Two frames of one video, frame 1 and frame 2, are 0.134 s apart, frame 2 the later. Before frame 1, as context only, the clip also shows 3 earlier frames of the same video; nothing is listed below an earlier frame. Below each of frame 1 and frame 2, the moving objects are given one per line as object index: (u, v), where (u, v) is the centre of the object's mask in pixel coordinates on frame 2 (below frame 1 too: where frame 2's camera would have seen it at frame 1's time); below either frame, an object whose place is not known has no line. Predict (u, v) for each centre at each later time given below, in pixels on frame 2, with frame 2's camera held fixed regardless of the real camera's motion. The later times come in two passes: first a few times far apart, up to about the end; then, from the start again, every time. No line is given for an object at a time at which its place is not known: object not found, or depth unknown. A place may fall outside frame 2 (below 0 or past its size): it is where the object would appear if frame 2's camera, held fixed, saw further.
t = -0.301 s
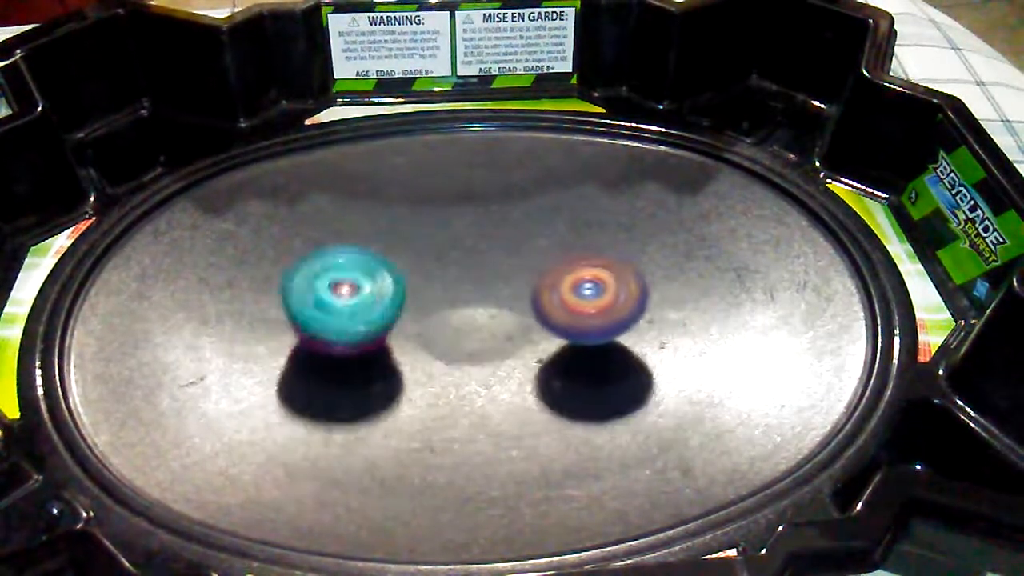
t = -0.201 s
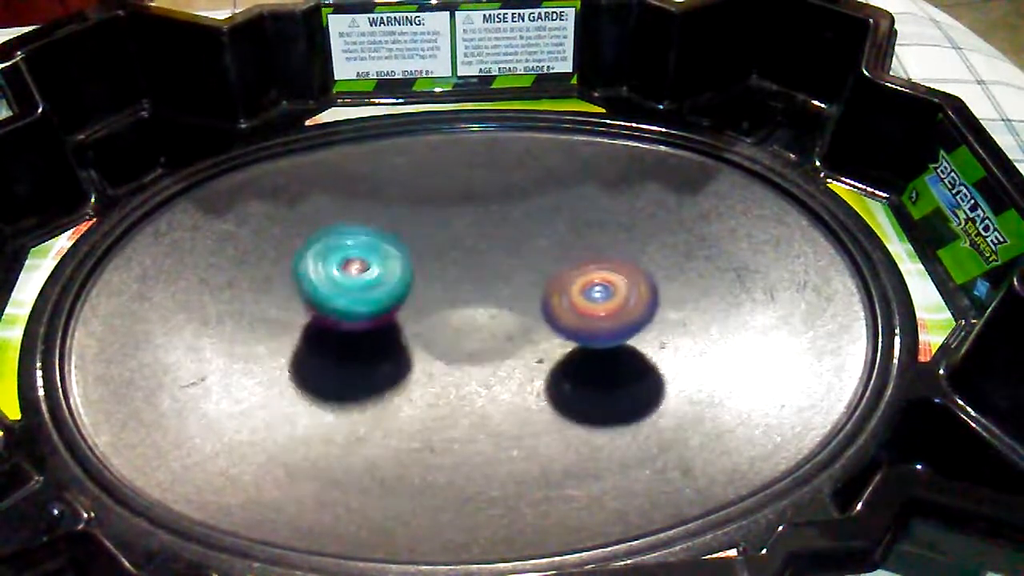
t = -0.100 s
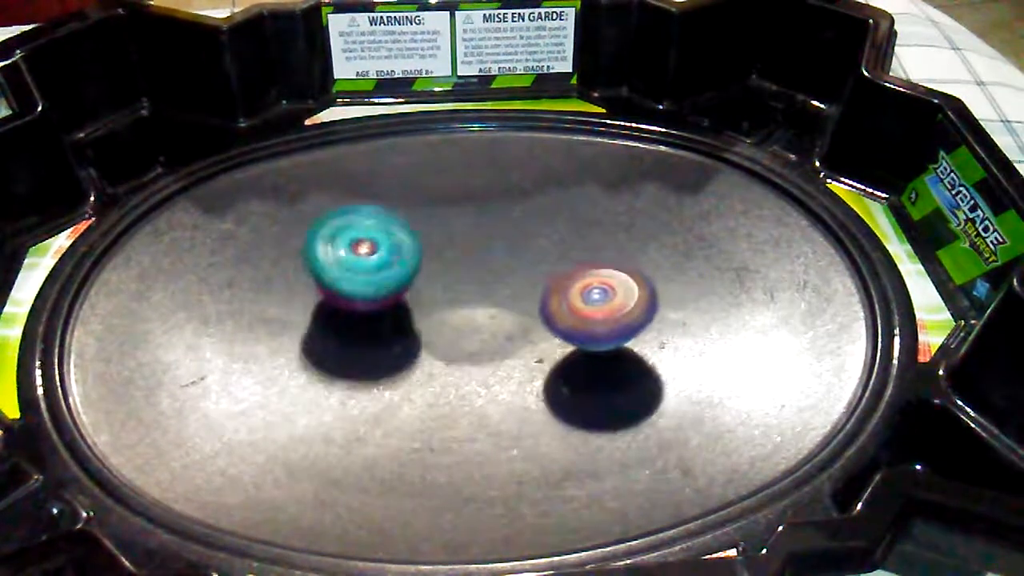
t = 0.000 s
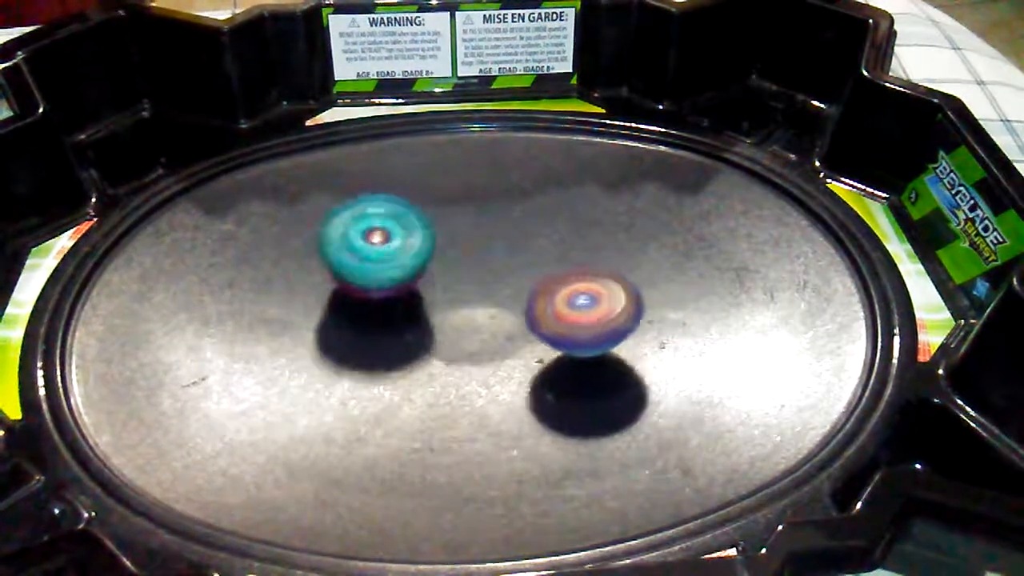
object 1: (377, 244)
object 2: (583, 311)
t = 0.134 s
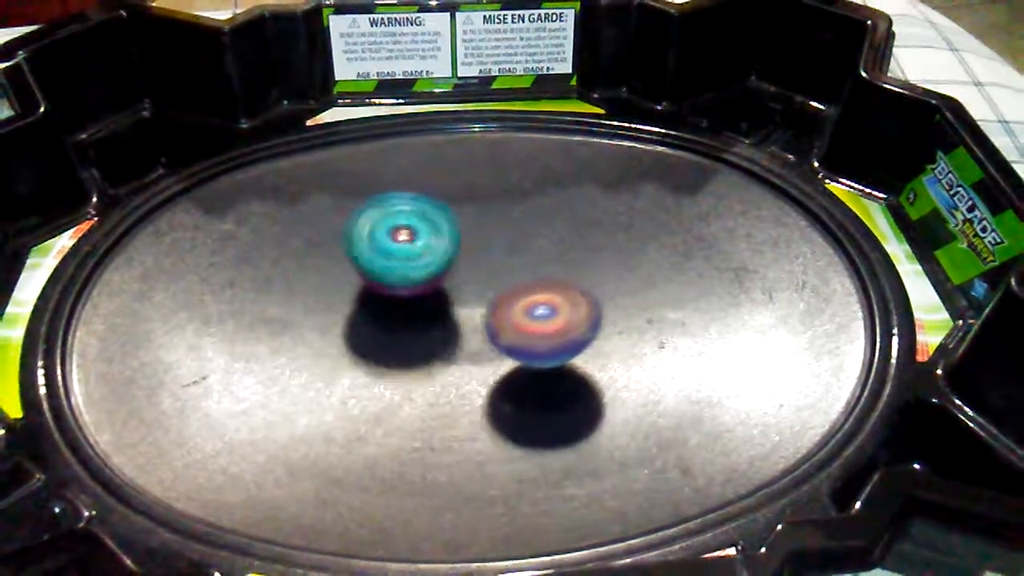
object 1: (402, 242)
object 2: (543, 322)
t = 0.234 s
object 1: (431, 248)
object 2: (501, 332)
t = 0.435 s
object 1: (495, 266)
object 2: (413, 352)
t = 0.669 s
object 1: (564, 293)
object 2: (356, 360)
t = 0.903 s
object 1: (608, 309)
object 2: (352, 343)
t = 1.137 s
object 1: (562, 324)
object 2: (380, 296)
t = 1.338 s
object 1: (489, 342)
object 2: (397, 262)
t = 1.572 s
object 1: (400, 346)
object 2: (426, 255)
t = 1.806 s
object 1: (331, 333)
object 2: (485, 278)
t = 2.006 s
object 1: (317, 316)
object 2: (561, 300)
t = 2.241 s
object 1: (356, 290)
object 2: (592, 298)
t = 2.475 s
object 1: (421, 274)
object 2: (552, 304)
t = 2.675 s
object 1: (393, 227)
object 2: (628, 369)
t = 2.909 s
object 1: (387, 193)
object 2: (672, 402)
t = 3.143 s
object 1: (413, 231)
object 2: (585, 373)
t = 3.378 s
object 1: (399, 266)
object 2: (491, 348)
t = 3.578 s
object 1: (370, 288)
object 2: (476, 356)
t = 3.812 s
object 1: (323, 286)
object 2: (442, 321)
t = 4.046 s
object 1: (313, 281)
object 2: (442, 302)
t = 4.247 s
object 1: (327, 299)
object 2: (469, 308)
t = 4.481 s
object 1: (357, 325)
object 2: (503, 328)
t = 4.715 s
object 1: (362, 334)
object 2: (545, 334)
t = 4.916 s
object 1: (369, 342)
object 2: (529, 321)
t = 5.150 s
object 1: (360, 336)
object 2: (471, 306)
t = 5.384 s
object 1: (362, 320)
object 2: (507, 282)
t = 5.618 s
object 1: (399, 318)
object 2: (525, 273)
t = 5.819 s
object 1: (407, 341)
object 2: (517, 288)
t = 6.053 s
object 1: (405, 342)
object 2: (533, 308)
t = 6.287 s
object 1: (404, 322)
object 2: (541, 310)
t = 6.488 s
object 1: (382, 316)
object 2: (514, 313)
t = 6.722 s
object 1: (362, 321)
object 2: (489, 321)
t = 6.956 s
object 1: (371, 316)
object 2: (496, 339)
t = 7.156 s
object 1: (381, 315)
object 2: (513, 342)
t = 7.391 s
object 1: (380, 313)
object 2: (517, 337)
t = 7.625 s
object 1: (369, 322)
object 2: (531, 331)
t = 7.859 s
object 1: (382, 312)
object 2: (506, 311)
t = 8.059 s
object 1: (368, 320)
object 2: (496, 294)
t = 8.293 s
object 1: (373, 333)
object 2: (515, 287)
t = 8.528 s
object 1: (408, 334)
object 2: (519, 294)
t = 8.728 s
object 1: (410, 314)
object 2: (527, 311)
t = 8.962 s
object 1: (388, 300)
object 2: (507, 334)
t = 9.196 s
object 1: (385, 298)
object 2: (489, 342)
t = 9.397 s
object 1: (394, 298)
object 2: (493, 336)
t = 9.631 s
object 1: (387, 298)
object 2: (489, 316)
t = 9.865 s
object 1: (390, 298)
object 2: (492, 320)
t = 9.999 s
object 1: (393, 299)
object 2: (493, 327)
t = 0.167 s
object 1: (412, 243)
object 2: (531, 325)
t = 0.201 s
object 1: (421, 246)
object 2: (516, 329)
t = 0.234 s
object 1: (431, 248)
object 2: (501, 332)
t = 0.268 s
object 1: (441, 250)
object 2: (486, 336)
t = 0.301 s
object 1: (452, 252)
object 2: (470, 341)
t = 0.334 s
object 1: (463, 253)
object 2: (459, 344)
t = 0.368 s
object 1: (474, 256)
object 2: (444, 346)
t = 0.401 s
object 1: (485, 261)
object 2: (429, 349)
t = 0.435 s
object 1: (495, 266)
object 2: (413, 352)
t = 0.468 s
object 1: (505, 270)
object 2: (402, 355)
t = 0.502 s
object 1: (517, 273)
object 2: (392, 357)
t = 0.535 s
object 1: (526, 278)
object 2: (382, 358)
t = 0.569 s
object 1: (537, 282)
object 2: (374, 359)
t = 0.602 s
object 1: (546, 284)
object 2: (367, 360)
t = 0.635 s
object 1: (557, 289)
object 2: (361, 360)
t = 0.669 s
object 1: (564, 293)
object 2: (356, 360)
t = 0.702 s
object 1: (574, 295)
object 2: (353, 359)
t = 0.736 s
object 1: (583, 298)
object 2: (351, 358)
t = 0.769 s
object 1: (591, 301)
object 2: (349, 356)
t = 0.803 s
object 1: (598, 304)
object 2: (348, 354)
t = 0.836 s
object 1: (603, 307)
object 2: (348, 350)
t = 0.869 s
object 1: (607, 308)
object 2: (349, 347)
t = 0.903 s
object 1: (608, 309)
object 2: (352, 343)
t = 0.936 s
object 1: (608, 310)
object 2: (355, 336)
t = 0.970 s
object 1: (604, 312)
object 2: (359, 330)
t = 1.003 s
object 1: (599, 313)
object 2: (363, 323)
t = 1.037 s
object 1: (590, 315)
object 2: (367, 316)
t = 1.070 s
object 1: (581, 318)
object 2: (372, 309)
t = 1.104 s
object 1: (572, 322)
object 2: (376, 303)
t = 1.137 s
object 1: (562, 324)
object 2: (380, 296)
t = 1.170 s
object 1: (550, 328)
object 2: (383, 288)
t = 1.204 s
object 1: (539, 331)
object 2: (386, 281)
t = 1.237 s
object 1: (526, 334)
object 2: (390, 275)
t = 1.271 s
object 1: (513, 336)
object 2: (392, 270)
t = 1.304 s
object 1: (501, 340)
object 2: (394, 265)
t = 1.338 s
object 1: (489, 342)
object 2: (397, 262)
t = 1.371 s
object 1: (474, 344)
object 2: (400, 258)
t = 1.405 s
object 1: (461, 345)
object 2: (404, 257)
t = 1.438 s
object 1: (448, 346)
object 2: (405, 255)
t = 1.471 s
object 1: (434, 345)
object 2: (410, 253)
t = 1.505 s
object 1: (422, 346)
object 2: (414, 253)
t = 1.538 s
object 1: (412, 347)
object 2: (420, 254)
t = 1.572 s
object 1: (400, 346)
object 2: (426, 255)
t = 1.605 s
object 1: (387, 345)
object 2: (432, 257)
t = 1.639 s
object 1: (377, 344)
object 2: (439, 261)
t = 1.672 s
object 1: (365, 342)
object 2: (446, 264)
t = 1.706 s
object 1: (355, 340)
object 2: (453, 266)
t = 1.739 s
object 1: (345, 337)
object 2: (461, 271)
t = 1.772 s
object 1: (338, 335)
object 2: (471, 274)
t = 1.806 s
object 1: (331, 333)
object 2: (485, 278)
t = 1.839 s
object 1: (325, 330)
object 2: (498, 283)
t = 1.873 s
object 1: (321, 329)
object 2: (513, 290)
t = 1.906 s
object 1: (317, 324)
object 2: (527, 295)
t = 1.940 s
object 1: (316, 322)
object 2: (538, 298)
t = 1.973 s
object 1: (316, 319)
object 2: (549, 300)
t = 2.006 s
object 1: (317, 316)
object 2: (561, 300)
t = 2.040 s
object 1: (321, 311)
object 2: (572, 300)
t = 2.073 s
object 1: (325, 308)
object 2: (580, 301)
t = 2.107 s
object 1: (330, 304)
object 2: (585, 300)
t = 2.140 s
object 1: (335, 300)
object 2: (590, 300)
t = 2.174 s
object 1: (342, 297)
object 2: (592, 299)
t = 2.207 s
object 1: (348, 293)
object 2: (592, 299)
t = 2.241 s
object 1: (356, 290)
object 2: (592, 298)
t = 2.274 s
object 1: (365, 287)
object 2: (590, 299)
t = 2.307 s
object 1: (373, 284)
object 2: (588, 299)
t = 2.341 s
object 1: (383, 281)
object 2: (583, 300)
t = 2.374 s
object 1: (391, 279)
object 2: (577, 300)
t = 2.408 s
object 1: (402, 277)
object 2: (570, 301)
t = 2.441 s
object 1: (411, 275)
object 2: (562, 303)
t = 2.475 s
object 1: (421, 274)
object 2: (552, 304)
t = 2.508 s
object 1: (428, 272)
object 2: (543, 306)
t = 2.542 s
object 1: (419, 257)
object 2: (560, 319)
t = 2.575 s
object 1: (409, 246)
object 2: (588, 338)
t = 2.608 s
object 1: (404, 240)
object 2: (604, 352)
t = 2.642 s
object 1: (398, 234)
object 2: (618, 361)
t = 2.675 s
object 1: (393, 227)
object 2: (628, 369)
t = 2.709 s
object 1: (389, 218)
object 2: (639, 377)
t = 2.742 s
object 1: (388, 212)
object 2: (648, 383)
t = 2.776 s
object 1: (384, 205)
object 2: (659, 390)
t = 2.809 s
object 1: (385, 200)
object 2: (666, 394)
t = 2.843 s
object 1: (384, 195)
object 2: (670, 399)
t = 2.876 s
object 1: (385, 193)
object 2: (673, 401)
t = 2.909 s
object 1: (387, 193)
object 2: (672, 402)
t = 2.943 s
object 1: (389, 194)
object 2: (667, 402)
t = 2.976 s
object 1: (395, 199)
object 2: (661, 401)
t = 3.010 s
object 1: (398, 203)
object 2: (652, 398)
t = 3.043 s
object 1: (403, 209)
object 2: (638, 392)
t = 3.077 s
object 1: (407, 216)
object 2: (623, 386)
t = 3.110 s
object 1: (410, 223)
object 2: (603, 379)
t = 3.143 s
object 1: (413, 231)
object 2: (585, 373)
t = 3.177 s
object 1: (415, 238)
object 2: (565, 364)
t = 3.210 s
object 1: (416, 247)
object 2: (548, 356)
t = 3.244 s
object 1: (416, 255)
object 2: (528, 347)
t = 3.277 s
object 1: (415, 264)
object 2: (509, 337)
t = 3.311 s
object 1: (414, 270)
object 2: (496, 330)
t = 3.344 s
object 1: (405, 268)
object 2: (491, 333)
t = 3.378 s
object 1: (399, 266)
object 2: (491, 348)
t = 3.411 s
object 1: (397, 271)
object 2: (489, 357)
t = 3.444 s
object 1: (388, 276)
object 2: (485, 360)
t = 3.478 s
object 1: (380, 280)
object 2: (482, 358)
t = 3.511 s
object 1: (372, 285)
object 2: (481, 359)
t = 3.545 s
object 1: (371, 286)
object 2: (480, 360)
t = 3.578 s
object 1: (370, 288)
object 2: (476, 356)
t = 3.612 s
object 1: (364, 288)
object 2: (473, 353)
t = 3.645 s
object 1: (356, 289)
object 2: (470, 349)
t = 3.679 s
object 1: (344, 290)
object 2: (464, 344)
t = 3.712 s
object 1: (336, 288)
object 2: (459, 339)
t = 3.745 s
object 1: (333, 287)
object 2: (455, 331)
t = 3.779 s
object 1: (329, 289)
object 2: (449, 327)
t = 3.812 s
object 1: (323, 286)
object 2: (442, 321)
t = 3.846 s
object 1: (319, 284)
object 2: (437, 317)
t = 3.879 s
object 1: (315, 281)
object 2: (433, 313)
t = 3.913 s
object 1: (317, 277)
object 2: (430, 309)
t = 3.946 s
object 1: (320, 277)
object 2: (429, 305)
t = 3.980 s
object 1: (320, 282)
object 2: (431, 303)
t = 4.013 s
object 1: (318, 283)
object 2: (438, 303)
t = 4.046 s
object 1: (313, 281)
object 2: (442, 302)
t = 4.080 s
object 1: (312, 279)
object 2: (447, 303)
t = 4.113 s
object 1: (315, 280)
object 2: (451, 302)
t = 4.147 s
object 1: (321, 282)
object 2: (456, 304)
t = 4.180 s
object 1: (324, 288)
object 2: (461, 304)
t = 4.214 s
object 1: (326, 294)
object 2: (465, 306)
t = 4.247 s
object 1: (327, 299)
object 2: (469, 308)
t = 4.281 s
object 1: (333, 303)
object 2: (472, 309)
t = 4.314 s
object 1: (341, 307)
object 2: (475, 312)
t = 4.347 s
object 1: (349, 315)
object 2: (478, 314)
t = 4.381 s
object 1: (356, 321)
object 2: (481, 317)
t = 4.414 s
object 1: (354, 321)
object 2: (488, 322)
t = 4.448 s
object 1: (355, 323)
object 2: (494, 325)
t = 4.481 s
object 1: (357, 325)
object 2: (503, 328)
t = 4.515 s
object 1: (359, 325)
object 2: (509, 329)
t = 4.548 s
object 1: (360, 326)
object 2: (518, 333)
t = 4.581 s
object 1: (364, 327)
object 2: (525, 334)
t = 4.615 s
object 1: (365, 330)
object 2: (530, 336)
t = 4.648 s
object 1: (361, 334)
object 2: (536, 336)
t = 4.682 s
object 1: (361, 334)
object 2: (540, 336)
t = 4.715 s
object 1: (362, 334)
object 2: (545, 334)
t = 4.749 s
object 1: (361, 336)
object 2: (545, 331)
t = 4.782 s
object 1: (361, 339)
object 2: (546, 330)
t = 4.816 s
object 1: (364, 341)
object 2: (543, 327)
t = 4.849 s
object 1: (367, 342)
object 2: (540, 325)
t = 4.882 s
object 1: (369, 342)
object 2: (535, 322)
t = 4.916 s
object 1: (369, 342)
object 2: (529, 321)
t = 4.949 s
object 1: (369, 342)
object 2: (524, 318)
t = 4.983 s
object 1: (369, 342)
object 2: (516, 316)
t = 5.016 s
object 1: (368, 342)
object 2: (508, 313)
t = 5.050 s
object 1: (366, 341)
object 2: (497, 311)
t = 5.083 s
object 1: (363, 340)
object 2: (489, 309)
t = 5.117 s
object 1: (362, 338)
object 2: (478, 307)
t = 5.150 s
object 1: (360, 336)
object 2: (471, 306)
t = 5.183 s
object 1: (356, 334)
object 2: (473, 302)
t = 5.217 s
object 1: (355, 332)
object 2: (476, 302)
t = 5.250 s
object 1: (356, 329)
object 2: (481, 297)
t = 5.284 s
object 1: (357, 326)
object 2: (487, 294)
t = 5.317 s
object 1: (359, 324)
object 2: (495, 288)
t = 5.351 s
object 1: (360, 322)
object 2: (500, 286)
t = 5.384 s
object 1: (362, 320)
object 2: (507, 282)
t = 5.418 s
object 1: (367, 317)
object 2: (511, 281)
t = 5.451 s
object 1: (372, 316)
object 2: (517, 277)
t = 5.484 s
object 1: (377, 316)
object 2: (520, 278)
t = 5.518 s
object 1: (382, 315)
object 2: (521, 273)
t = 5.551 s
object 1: (387, 316)
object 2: (524, 274)
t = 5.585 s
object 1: (393, 316)
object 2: (523, 270)
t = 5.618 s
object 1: (399, 318)
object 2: (525, 273)
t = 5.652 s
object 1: (404, 322)
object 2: (523, 271)
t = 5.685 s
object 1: (407, 328)
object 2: (522, 275)
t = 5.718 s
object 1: (409, 332)
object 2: (519, 276)
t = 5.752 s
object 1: (411, 336)
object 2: (518, 281)
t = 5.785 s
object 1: (409, 340)
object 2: (515, 281)
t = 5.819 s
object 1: (407, 341)
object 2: (517, 288)
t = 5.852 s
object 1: (405, 342)
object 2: (513, 291)
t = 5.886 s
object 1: (404, 343)
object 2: (512, 298)
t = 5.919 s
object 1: (400, 342)
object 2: (515, 300)
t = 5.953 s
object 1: (398, 344)
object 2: (520, 305)
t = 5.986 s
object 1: (399, 344)
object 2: (525, 305)
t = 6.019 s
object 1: (401, 343)
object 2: (531, 309)
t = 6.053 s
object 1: (405, 342)
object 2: (533, 308)
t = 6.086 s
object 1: (408, 340)
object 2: (541, 311)
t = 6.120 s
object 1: (410, 336)
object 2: (541, 310)
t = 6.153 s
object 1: (409, 333)
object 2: (547, 312)
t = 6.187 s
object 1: (408, 330)
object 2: (545, 312)
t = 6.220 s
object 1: (408, 328)
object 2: (546, 310)
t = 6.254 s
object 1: (407, 325)
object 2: (544, 312)
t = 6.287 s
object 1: (404, 322)
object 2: (541, 310)
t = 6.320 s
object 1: (402, 320)
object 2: (538, 313)
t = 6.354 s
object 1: (399, 318)
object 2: (532, 311)
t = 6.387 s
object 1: (396, 317)
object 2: (529, 311)
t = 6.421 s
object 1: (392, 316)
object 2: (520, 310)
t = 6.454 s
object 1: (388, 316)
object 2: (521, 311)
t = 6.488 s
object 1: (382, 316)
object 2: (514, 313)
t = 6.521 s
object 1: (378, 316)
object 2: (515, 313)
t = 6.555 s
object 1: (374, 317)
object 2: (511, 315)
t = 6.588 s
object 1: (371, 318)
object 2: (507, 315)
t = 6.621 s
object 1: (367, 319)
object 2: (506, 317)
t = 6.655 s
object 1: (364, 320)
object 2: (497, 317)
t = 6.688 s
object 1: (363, 321)
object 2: (496, 320)
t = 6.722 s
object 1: (362, 321)
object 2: (489, 321)
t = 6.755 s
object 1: (363, 321)
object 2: (484, 323)
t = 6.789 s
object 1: (363, 320)
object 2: (481, 324)
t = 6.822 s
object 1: (363, 320)
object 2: (482, 327)
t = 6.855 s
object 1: (365, 319)
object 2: (485, 332)
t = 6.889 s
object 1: (367, 318)
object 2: (488, 333)
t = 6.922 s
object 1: (369, 317)
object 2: (494, 335)
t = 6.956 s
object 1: (371, 316)
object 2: (496, 339)
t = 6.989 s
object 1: (374, 316)
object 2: (502, 340)
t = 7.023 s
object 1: (377, 315)
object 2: (507, 343)
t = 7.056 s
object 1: (379, 315)
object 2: (507, 343)
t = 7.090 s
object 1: (380, 315)
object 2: (513, 344)
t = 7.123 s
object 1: (380, 315)
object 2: (511, 344)
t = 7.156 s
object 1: (381, 315)
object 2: (513, 342)
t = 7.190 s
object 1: (382, 315)
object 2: (514, 343)
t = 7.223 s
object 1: (383, 315)
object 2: (509, 340)
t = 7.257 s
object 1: (385, 315)
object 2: (513, 339)
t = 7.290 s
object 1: (387, 315)
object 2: (509, 337)
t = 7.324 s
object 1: (389, 315)
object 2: (509, 334)
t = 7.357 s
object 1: (385, 312)
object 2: (516, 336)
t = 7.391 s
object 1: (380, 313)
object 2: (517, 337)
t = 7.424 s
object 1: (376, 315)
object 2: (520, 337)
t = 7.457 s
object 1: (372, 318)
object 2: (527, 337)
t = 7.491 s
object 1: (369, 321)
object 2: (529, 337)
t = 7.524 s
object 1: (369, 322)
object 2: (531, 336)
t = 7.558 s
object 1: (369, 324)
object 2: (535, 335)
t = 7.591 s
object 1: (369, 323)
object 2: (532, 333)
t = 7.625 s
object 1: (369, 322)
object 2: (531, 331)
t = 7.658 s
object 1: (369, 320)
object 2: (530, 329)
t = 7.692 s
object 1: (371, 318)
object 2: (525, 326)
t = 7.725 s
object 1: (373, 316)
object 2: (523, 323)
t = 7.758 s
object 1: (375, 315)
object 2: (520, 321)
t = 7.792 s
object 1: (378, 314)
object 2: (514, 316)
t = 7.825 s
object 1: (380, 313)
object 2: (511, 312)
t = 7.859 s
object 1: (382, 312)
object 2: (506, 311)
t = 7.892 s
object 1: (382, 312)
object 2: (499, 306)
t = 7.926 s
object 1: (381, 313)
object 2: (496, 301)
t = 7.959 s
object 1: (378, 313)
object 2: (493, 300)
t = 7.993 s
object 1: (372, 314)
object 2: (494, 296)
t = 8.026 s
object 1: (369, 318)
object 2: (496, 296)
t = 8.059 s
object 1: (368, 320)
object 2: (496, 294)
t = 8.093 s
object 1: (368, 322)
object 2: (497, 290)
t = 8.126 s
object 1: (368, 323)
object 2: (504, 288)
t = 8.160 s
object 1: (369, 324)
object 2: (507, 288)
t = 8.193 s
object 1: (369, 326)
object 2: (507, 287)
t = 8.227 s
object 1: (369, 329)
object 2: (513, 284)
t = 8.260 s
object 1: (371, 331)
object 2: (518, 286)
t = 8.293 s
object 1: (373, 333)
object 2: (515, 287)
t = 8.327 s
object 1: (378, 335)
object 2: (516, 284)
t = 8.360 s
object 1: (383, 337)
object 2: (521, 286)
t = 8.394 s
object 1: (387, 336)
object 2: (521, 289)
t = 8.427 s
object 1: (392, 335)
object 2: (519, 288)
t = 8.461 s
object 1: (396, 336)
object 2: (521, 290)
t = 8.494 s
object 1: (402, 336)
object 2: (522, 294)
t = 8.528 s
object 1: (408, 334)
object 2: (519, 294)
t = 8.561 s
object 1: (413, 333)
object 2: (522, 297)
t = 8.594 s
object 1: (416, 329)
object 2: (522, 300)
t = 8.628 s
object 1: (416, 325)
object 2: (520, 302)
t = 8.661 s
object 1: (417, 322)
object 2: (522, 304)
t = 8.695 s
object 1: (416, 319)
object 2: (523, 309)
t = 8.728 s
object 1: (410, 314)
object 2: (527, 311)
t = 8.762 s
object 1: (404, 309)
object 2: (535, 315)
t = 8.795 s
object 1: (402, 306)
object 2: (538, 323)
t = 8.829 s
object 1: (402, 302)
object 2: (530, 330)
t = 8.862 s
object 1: (400, 300)
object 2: (523, 331)
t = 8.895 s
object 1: (396, 299)
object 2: (520, 331)
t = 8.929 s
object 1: (392, 300)
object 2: (516, 331)
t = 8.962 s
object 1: (388, 300)
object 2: (507, 334)
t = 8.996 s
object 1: (385, 300)
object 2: (500, 333)
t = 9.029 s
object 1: (382, 300)
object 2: (497, 335)
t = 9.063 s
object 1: (379, 299)
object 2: (497, 339)
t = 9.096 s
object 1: (380, 299)
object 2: (495, 340)
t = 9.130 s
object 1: (382, 299)
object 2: (490, 341)
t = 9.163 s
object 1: (383, 298)
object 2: (487, 341)
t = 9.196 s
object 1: (385, 298)
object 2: (489, 342)
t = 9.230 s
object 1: (388, 298)
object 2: (490, 343)
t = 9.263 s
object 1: (390, 298)
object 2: (490, 343)
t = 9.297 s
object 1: (391, 298)
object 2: (492, 340)
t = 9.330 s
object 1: (393, 298)
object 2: (493, 338)
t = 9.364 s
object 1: (394, 298)
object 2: (493, 337)
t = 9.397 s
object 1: (394, 298)
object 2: (493, 336)
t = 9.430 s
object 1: (393, 298)
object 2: (494, 334)
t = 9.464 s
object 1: (392, 298)
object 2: (493, 330)
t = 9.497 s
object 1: (391, 298)
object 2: (492, 327)
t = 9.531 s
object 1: (391, 298)
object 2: (491, 323)
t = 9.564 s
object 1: (389, 298)
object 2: (491, 319)
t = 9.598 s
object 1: (388, 298)
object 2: (489, 317)
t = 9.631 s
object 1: (387, 298)
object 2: (489, 316)
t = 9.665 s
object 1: (386, 298)
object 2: (489, 316)
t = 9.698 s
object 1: (386, 298)
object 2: (489, 316)
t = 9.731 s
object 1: (387, 298)
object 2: (489, 316)
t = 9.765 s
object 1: (387, 298)
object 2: (490, 317)
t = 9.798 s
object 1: (388, 298)
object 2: (490, 318)
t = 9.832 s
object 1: (389, 298)
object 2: (491, 319)
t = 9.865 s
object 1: (390, 298)
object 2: (492, 320)
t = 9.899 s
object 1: (392, 299)
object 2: (493, 323)
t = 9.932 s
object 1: (393, 299)
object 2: (493, 325)
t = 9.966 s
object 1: (393, 299)
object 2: (493, 326)
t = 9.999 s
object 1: (393, 299)
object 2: (493, 327)
